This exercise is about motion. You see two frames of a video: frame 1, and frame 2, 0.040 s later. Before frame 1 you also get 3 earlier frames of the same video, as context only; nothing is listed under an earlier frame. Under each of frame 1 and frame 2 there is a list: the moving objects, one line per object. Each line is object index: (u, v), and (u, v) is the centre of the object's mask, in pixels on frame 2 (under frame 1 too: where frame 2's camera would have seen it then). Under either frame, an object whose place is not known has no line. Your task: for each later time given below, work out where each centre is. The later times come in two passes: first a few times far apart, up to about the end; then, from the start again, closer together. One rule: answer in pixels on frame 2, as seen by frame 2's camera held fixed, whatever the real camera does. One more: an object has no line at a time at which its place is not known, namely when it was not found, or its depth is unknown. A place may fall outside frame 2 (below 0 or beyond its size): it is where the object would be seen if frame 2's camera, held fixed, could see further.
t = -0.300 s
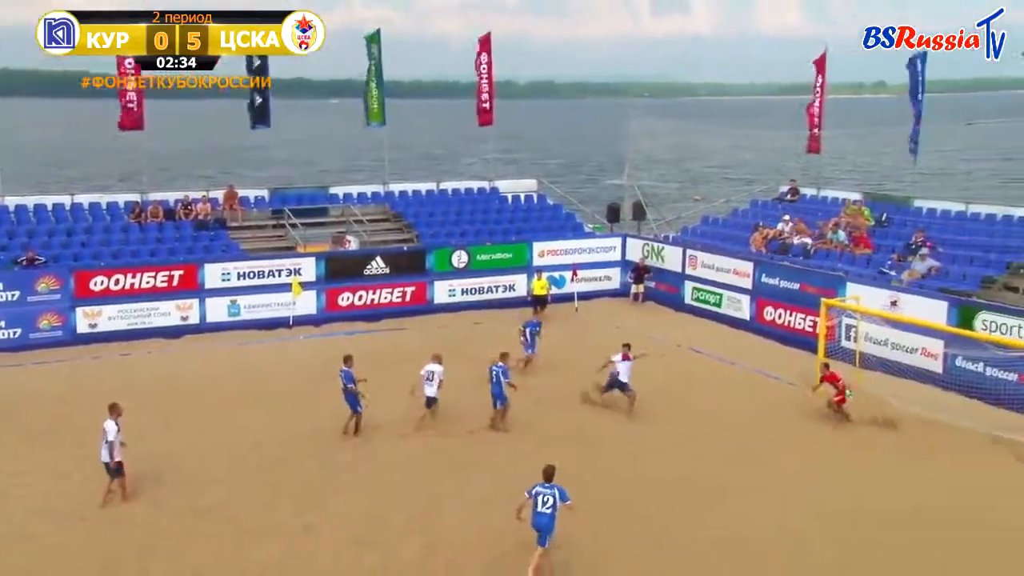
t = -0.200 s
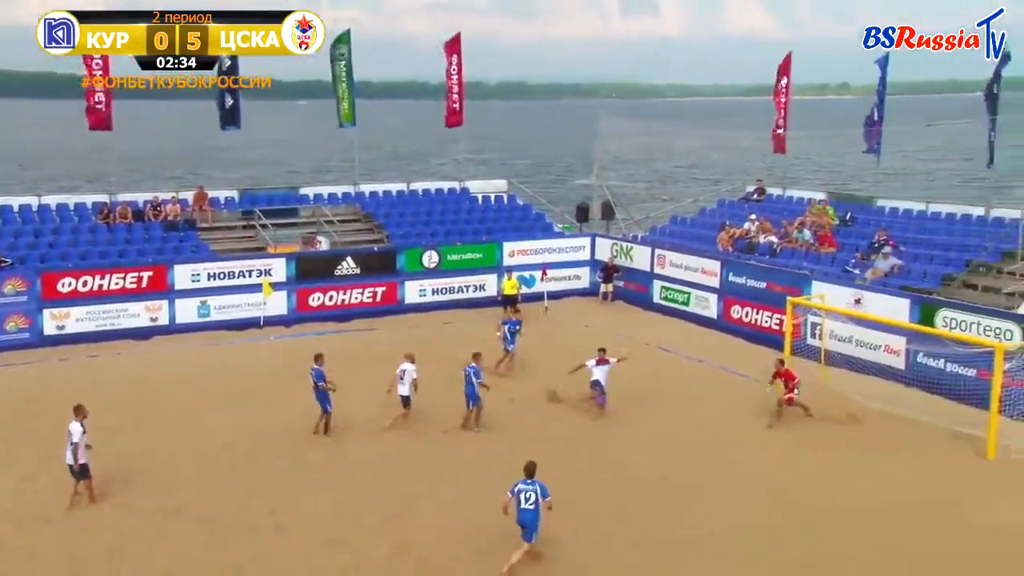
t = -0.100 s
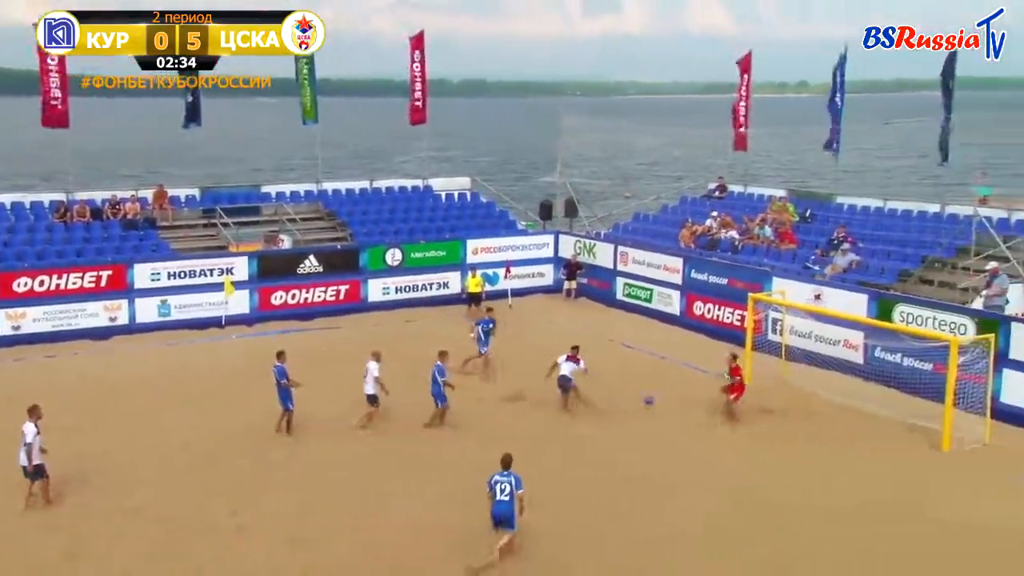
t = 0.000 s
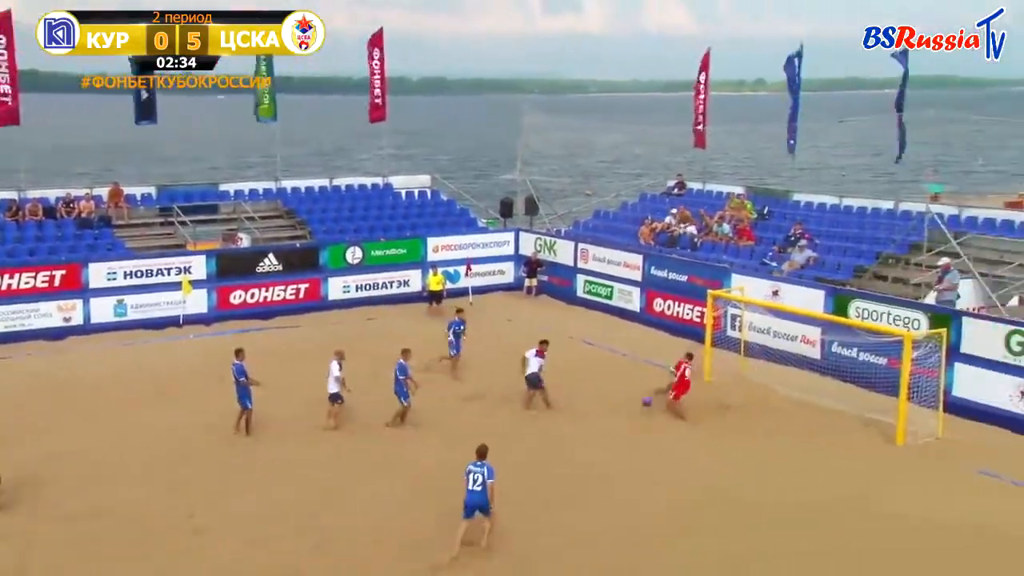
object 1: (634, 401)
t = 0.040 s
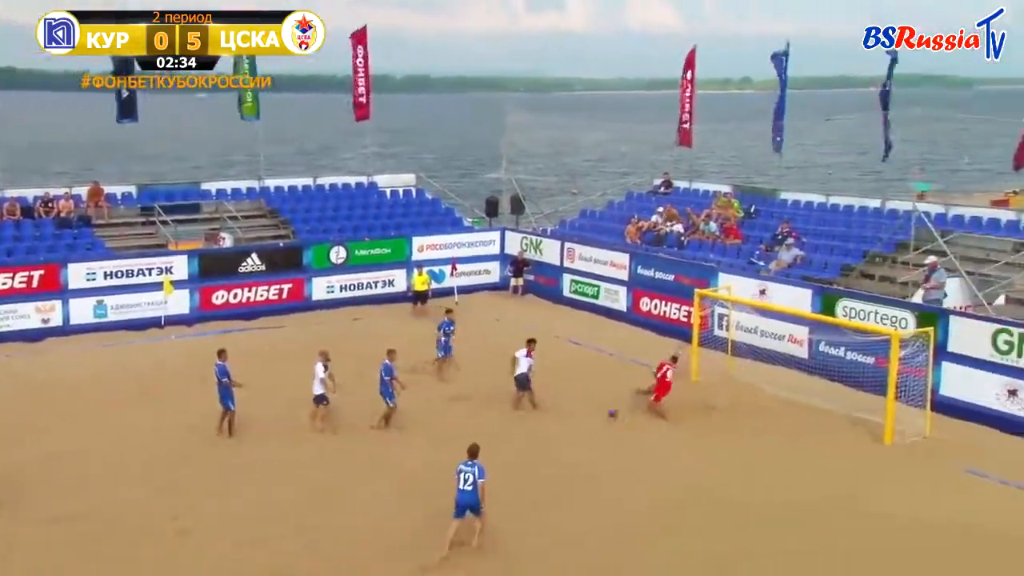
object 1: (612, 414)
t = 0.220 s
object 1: (528, 432)
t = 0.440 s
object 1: (426, 447)
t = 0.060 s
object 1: (602, 419)
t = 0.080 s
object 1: (592, 423)
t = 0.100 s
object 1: (580, 429)
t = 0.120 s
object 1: (570, 435)
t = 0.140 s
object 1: (562, 435)
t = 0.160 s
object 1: (553, 433)
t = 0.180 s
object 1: (544, 432)
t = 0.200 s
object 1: (536, 431)
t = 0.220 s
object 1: (528, 432)
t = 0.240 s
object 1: (518, 433)
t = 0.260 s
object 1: (509, 433)
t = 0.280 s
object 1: (501, 433)
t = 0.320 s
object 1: (483, 433)
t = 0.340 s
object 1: (475, 434)
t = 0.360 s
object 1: (465, 438)
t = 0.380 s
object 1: (455, 440)
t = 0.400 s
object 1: (445, 443)
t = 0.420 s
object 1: (436, 445)
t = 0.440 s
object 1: (426, 447)
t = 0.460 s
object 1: (416, 451)
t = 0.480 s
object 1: (406, 454)
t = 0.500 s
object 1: (397, 458)
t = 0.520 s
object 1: (386, 461)
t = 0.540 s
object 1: (376, 466)
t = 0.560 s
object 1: (367, 470)
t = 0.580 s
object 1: (356, 475)
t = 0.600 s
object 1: (346, 481)
